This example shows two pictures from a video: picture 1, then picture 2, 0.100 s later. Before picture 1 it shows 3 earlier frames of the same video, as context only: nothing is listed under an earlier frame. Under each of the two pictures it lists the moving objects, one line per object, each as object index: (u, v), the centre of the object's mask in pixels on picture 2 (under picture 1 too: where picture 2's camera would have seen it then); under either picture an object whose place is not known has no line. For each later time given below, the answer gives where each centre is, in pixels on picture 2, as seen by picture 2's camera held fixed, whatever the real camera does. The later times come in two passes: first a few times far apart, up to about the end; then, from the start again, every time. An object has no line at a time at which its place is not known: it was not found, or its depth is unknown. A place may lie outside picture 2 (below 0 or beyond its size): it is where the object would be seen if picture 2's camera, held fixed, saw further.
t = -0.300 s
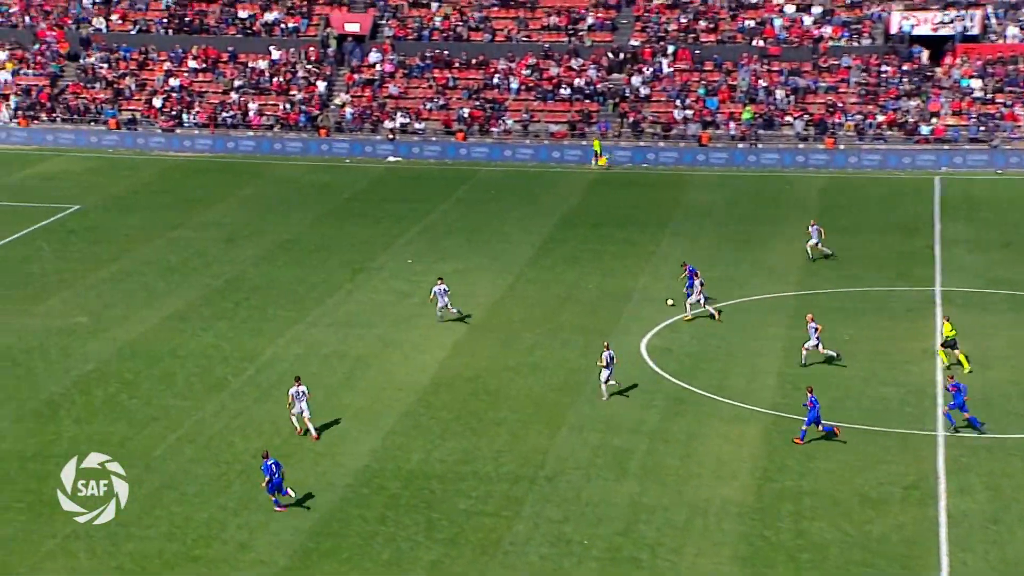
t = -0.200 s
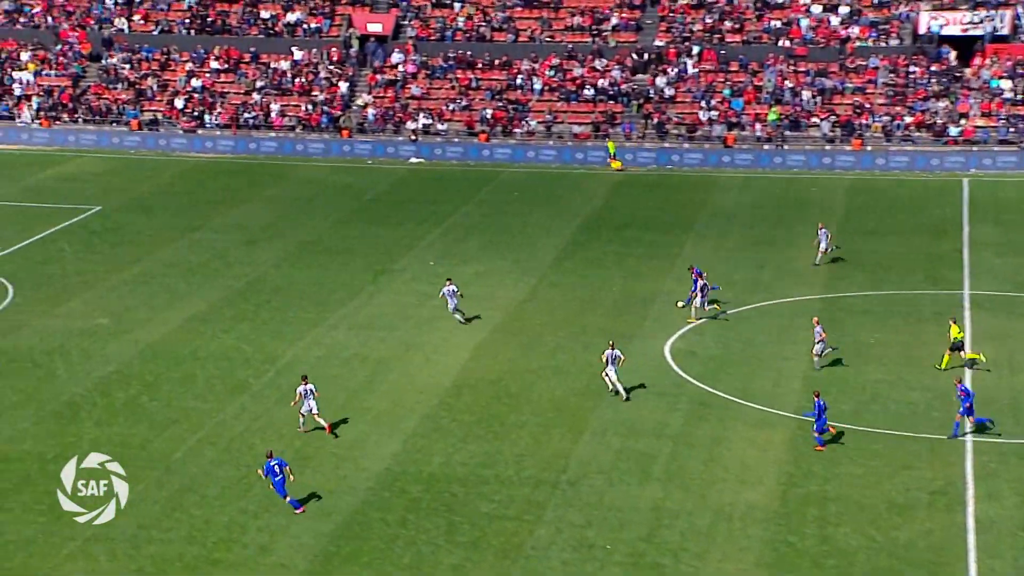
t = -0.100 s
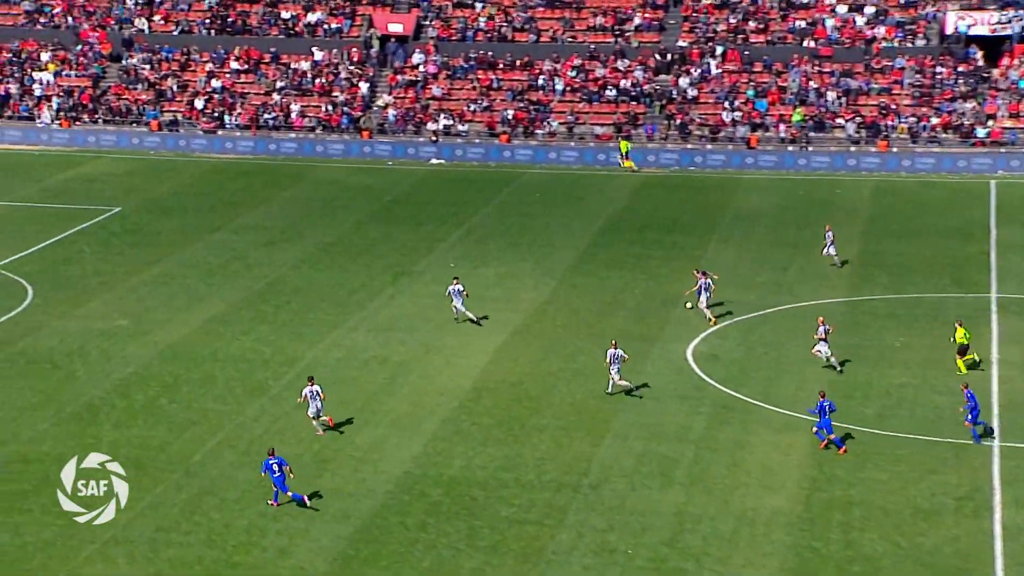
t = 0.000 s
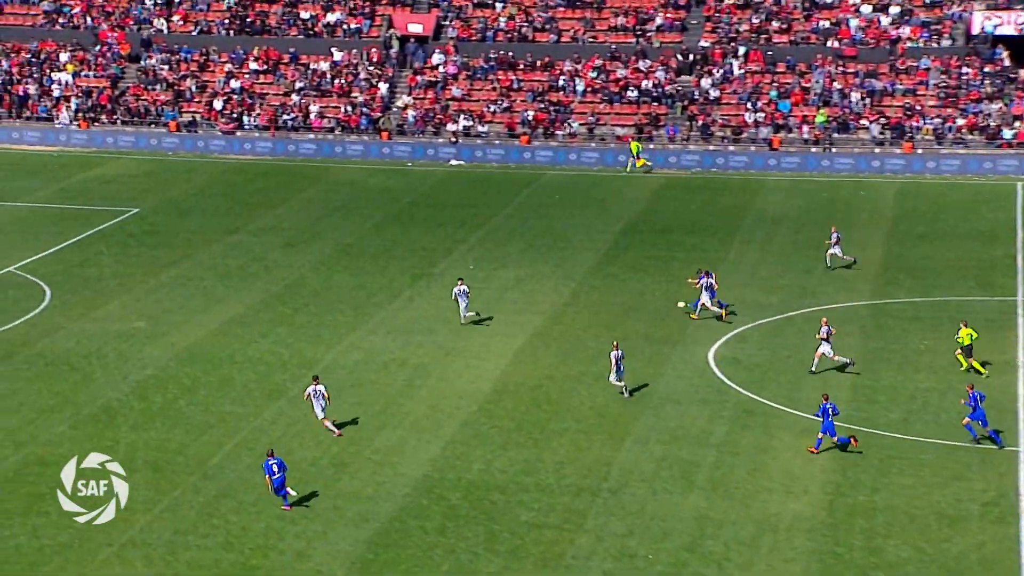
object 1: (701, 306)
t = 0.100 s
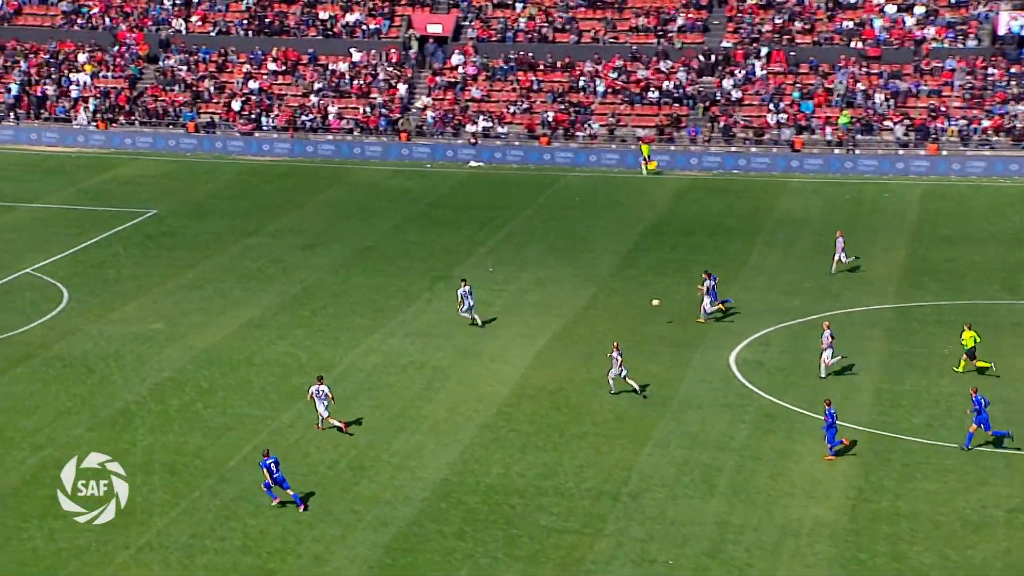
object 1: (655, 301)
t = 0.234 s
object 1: (597, 299)
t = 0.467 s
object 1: (500, 306)
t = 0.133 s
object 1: (640, 300)
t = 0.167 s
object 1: (625, 300)
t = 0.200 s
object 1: (609, 297)
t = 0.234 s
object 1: (597, 299)
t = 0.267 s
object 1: (582, 299)
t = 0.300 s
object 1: (568, 299)
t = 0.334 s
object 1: (554, 300)
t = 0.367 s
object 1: (540, 301)
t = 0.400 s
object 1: (527, 303)
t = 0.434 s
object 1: (513, 304)
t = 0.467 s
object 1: (500, 306)
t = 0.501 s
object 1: (487, 308)
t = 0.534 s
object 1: (474, 310)
